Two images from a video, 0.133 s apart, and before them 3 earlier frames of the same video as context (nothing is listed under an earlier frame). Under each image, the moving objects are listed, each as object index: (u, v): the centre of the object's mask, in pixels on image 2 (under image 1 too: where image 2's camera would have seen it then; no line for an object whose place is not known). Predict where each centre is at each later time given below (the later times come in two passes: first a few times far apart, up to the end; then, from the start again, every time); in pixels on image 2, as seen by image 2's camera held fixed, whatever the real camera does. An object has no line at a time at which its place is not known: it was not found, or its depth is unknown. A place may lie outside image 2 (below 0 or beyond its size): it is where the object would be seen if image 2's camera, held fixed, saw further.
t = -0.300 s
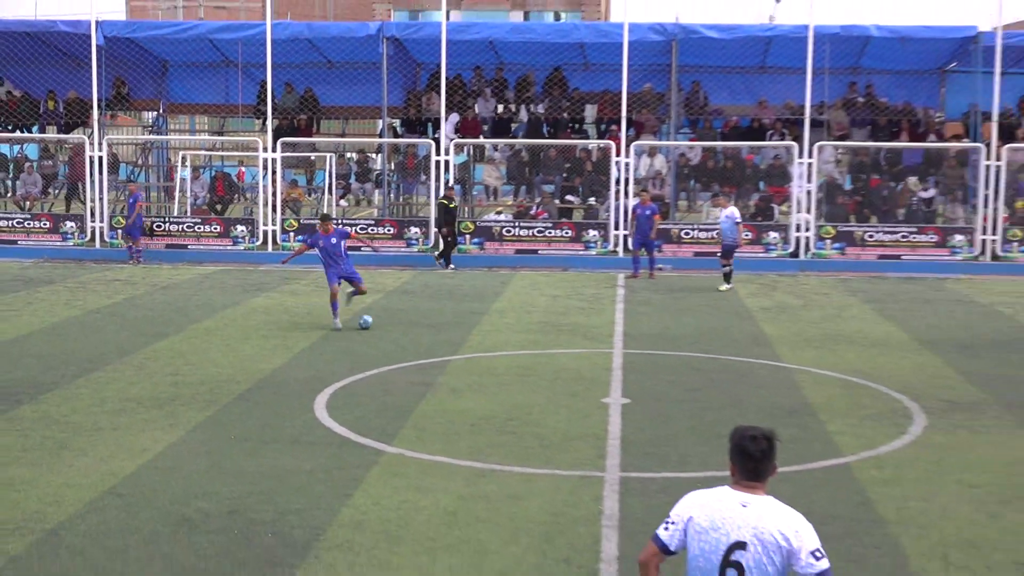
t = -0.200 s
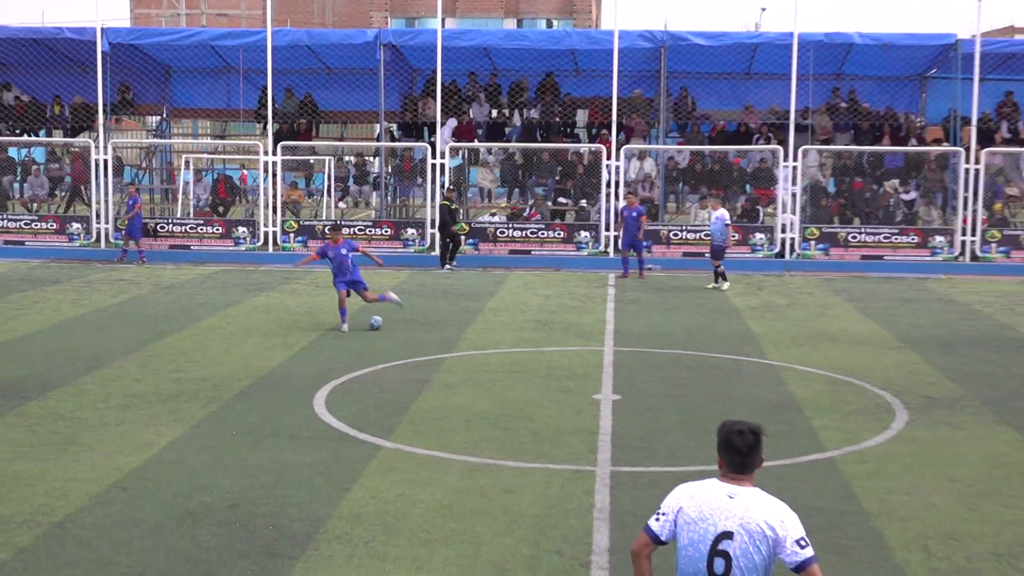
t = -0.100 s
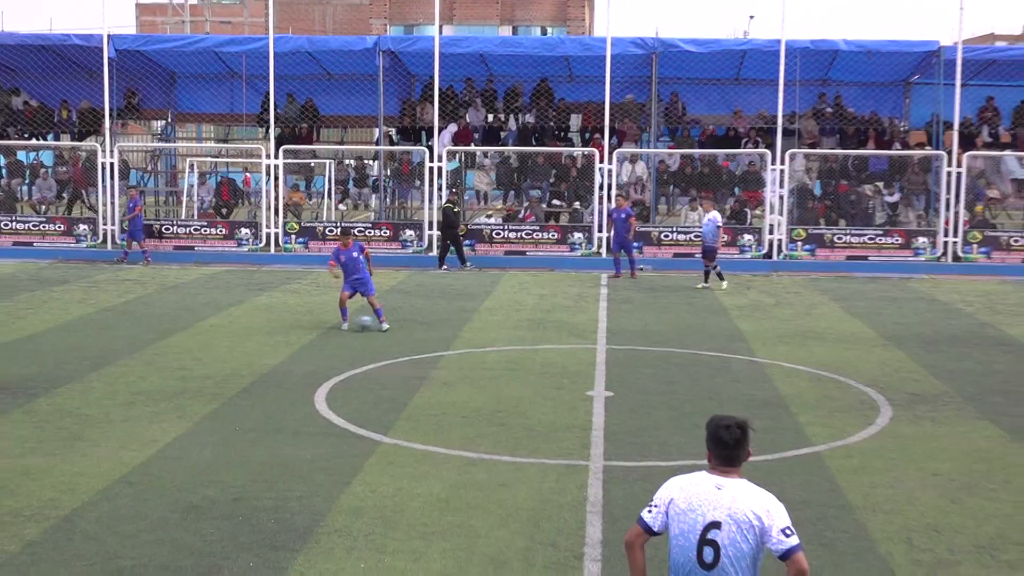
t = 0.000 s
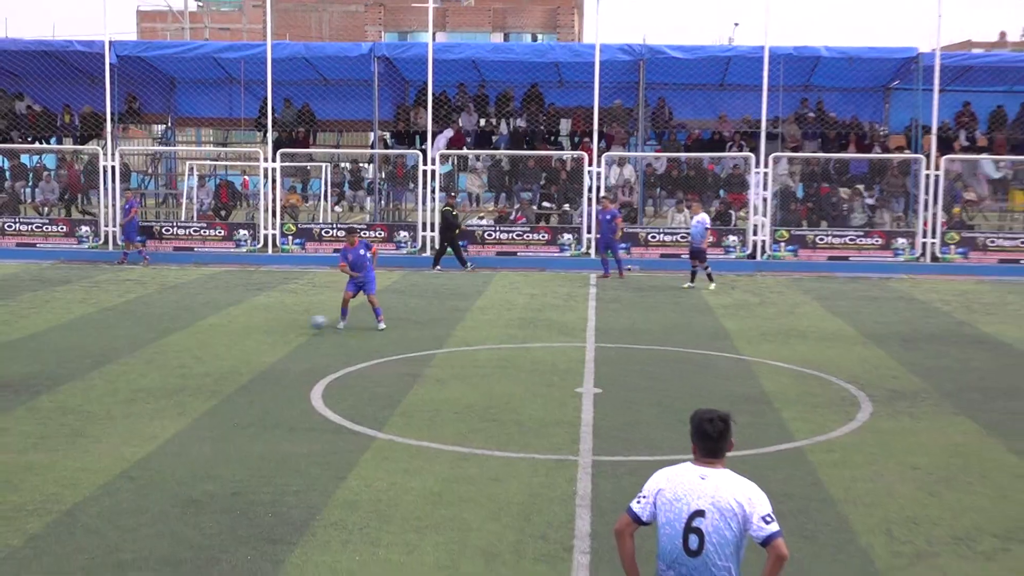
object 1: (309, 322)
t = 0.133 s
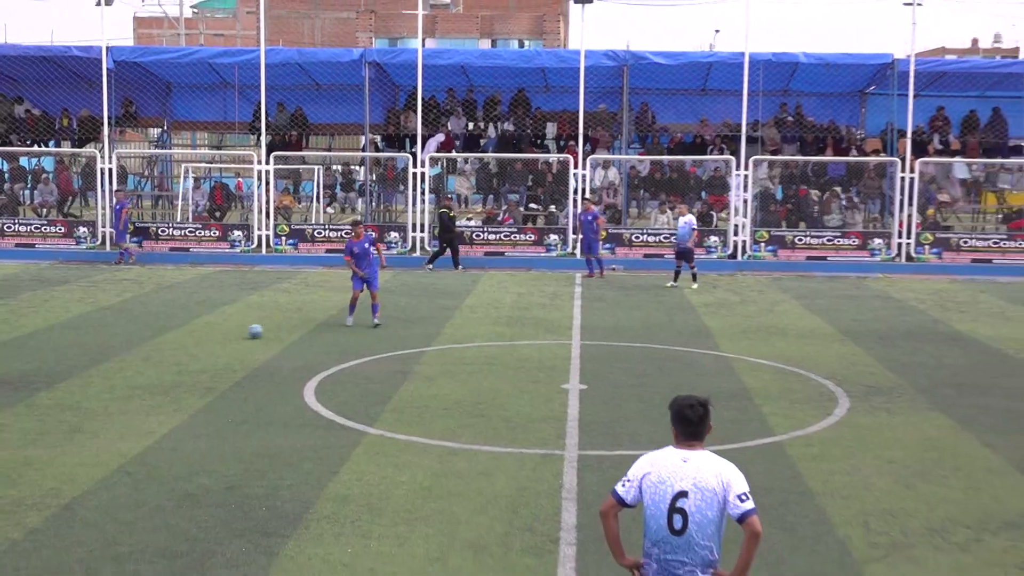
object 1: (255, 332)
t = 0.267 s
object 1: (206, 332)
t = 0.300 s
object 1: (193, 335)
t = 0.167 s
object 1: (243, 330)
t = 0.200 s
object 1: (231, 329)
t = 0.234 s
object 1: (219, 330)
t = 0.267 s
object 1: (206, 332)
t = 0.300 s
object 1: (193, 335)
